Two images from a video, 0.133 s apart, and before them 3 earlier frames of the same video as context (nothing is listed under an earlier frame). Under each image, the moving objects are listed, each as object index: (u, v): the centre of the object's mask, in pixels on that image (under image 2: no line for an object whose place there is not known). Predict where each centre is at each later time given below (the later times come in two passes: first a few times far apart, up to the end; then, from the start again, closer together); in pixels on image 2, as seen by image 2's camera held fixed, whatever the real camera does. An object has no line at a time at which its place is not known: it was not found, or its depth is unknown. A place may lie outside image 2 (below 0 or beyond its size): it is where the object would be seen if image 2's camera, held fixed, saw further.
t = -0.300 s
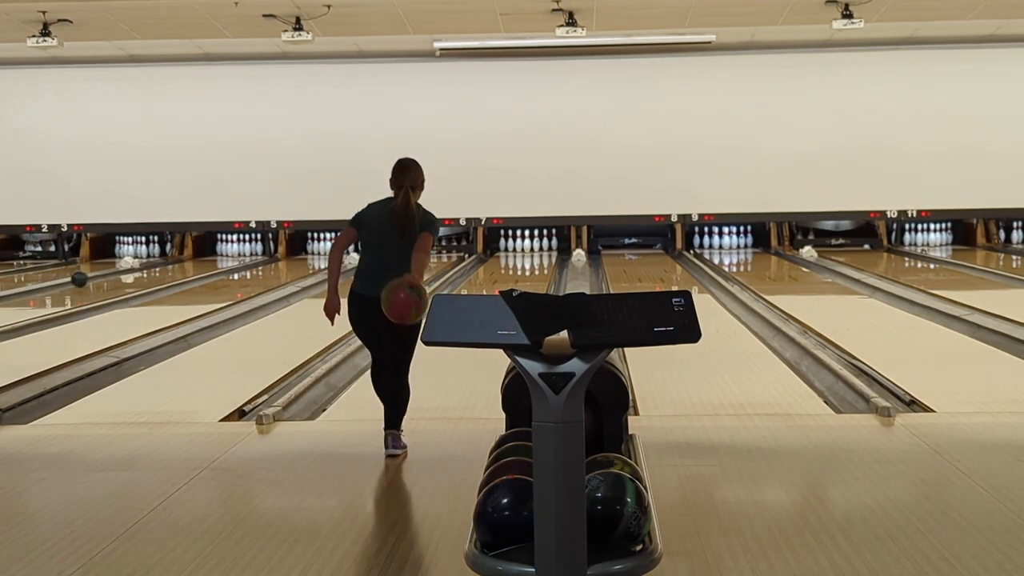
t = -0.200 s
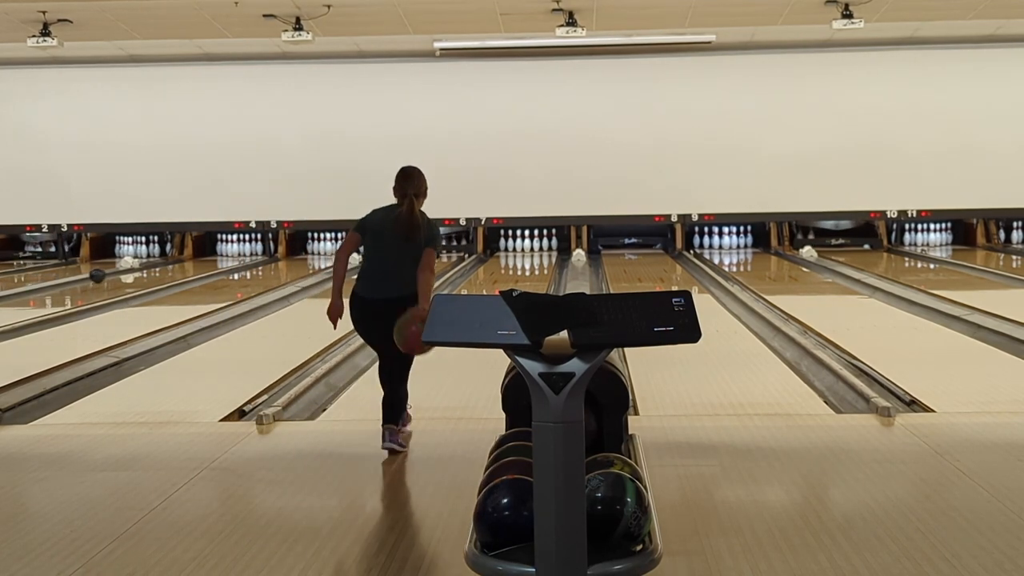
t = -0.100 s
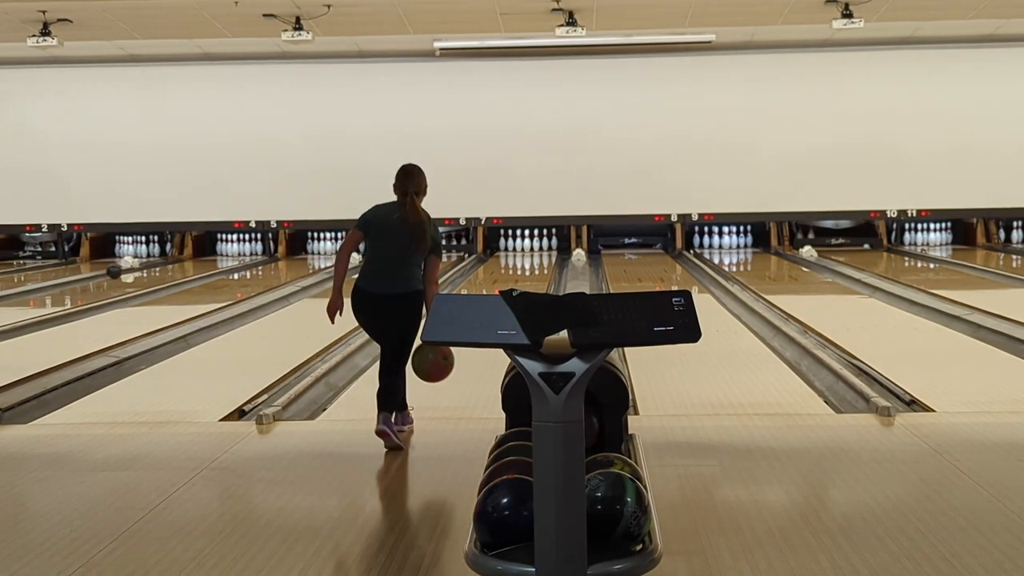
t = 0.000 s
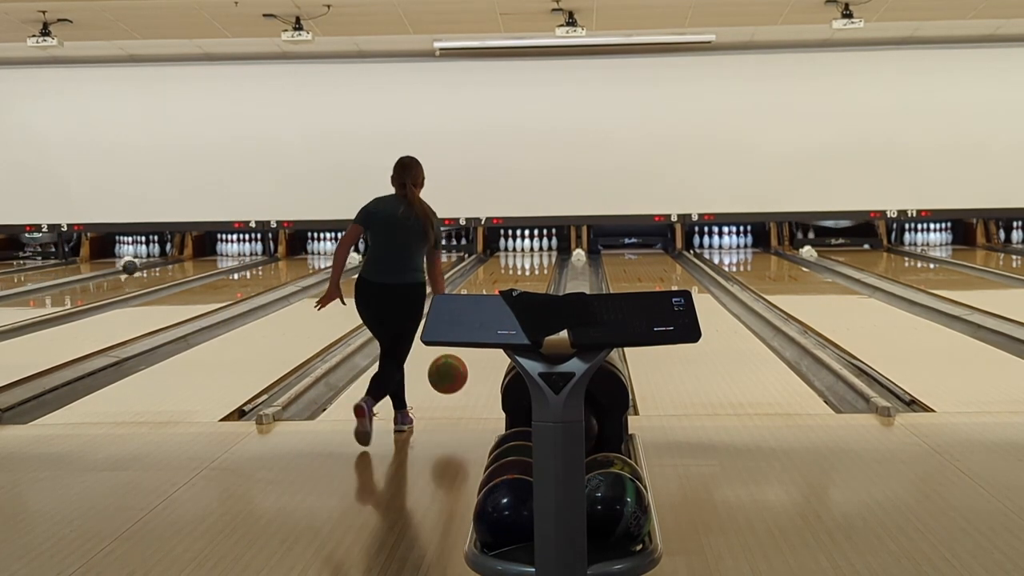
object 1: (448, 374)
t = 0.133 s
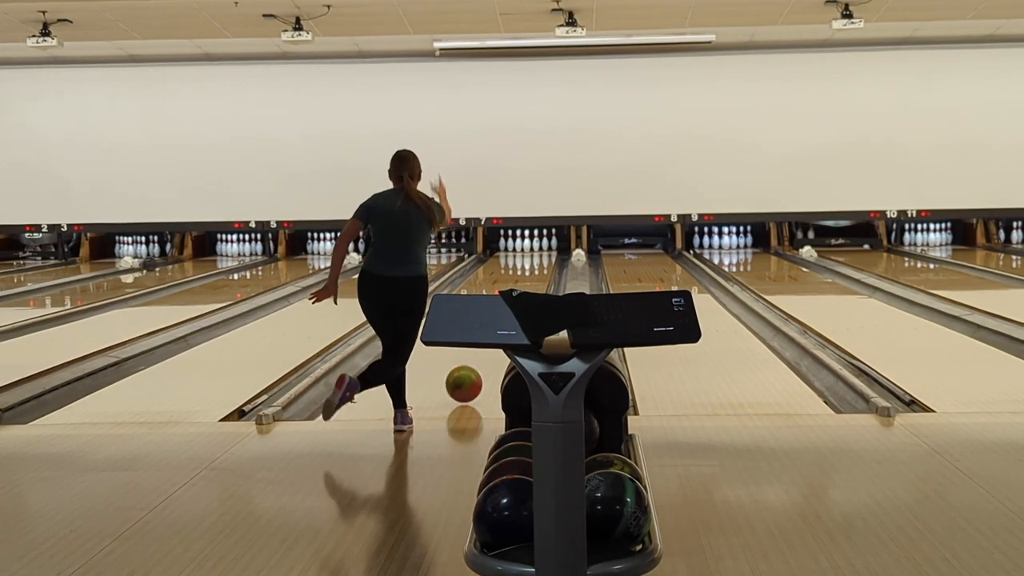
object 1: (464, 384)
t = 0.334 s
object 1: (482, 362)
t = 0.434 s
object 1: (489, 357)
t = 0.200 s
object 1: (470, 376)
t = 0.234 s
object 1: (473, 372)
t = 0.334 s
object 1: (482, 362)
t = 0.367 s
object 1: (485, 360)
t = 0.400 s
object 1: (487, 358)
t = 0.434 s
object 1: (489, 357)
